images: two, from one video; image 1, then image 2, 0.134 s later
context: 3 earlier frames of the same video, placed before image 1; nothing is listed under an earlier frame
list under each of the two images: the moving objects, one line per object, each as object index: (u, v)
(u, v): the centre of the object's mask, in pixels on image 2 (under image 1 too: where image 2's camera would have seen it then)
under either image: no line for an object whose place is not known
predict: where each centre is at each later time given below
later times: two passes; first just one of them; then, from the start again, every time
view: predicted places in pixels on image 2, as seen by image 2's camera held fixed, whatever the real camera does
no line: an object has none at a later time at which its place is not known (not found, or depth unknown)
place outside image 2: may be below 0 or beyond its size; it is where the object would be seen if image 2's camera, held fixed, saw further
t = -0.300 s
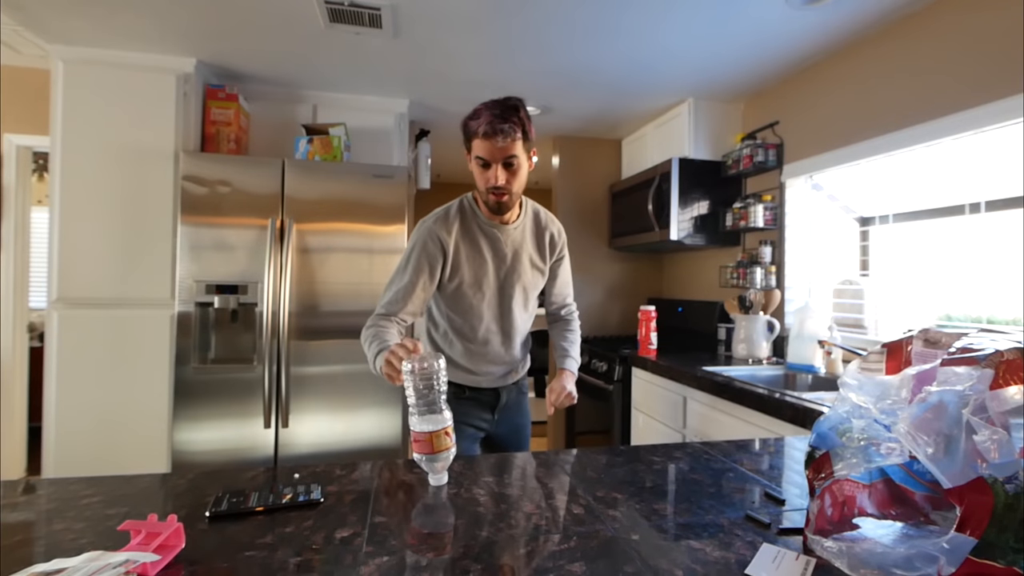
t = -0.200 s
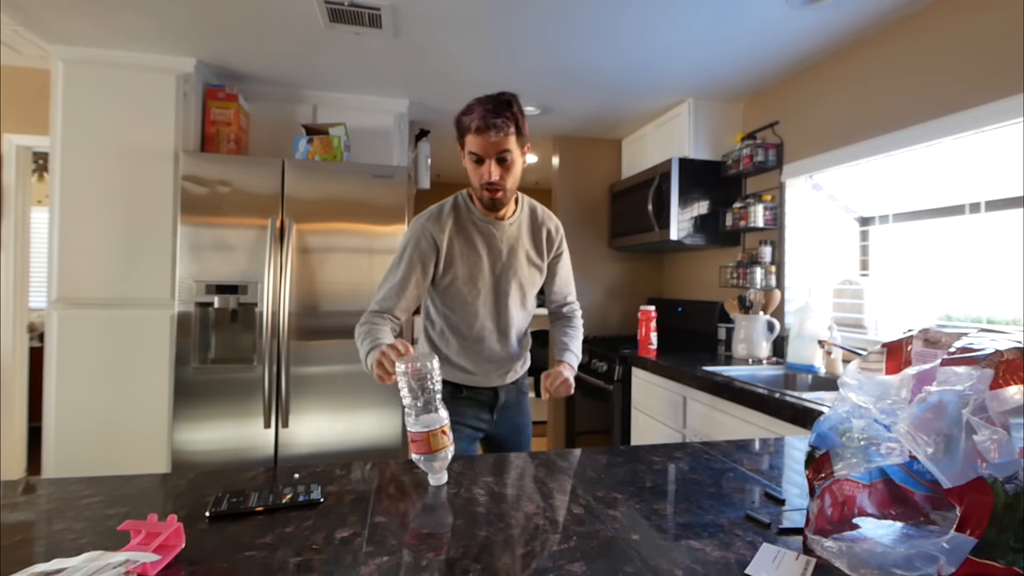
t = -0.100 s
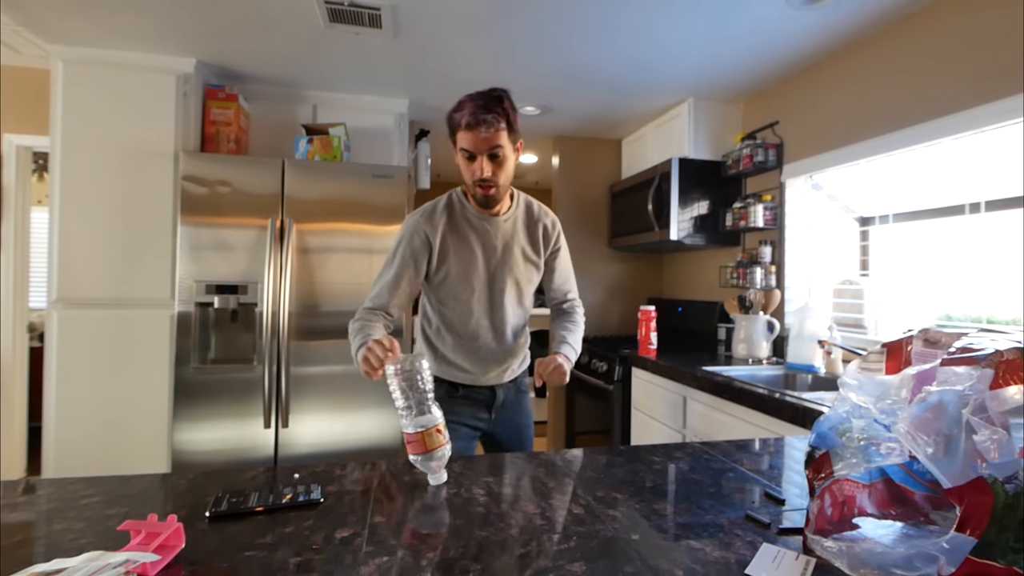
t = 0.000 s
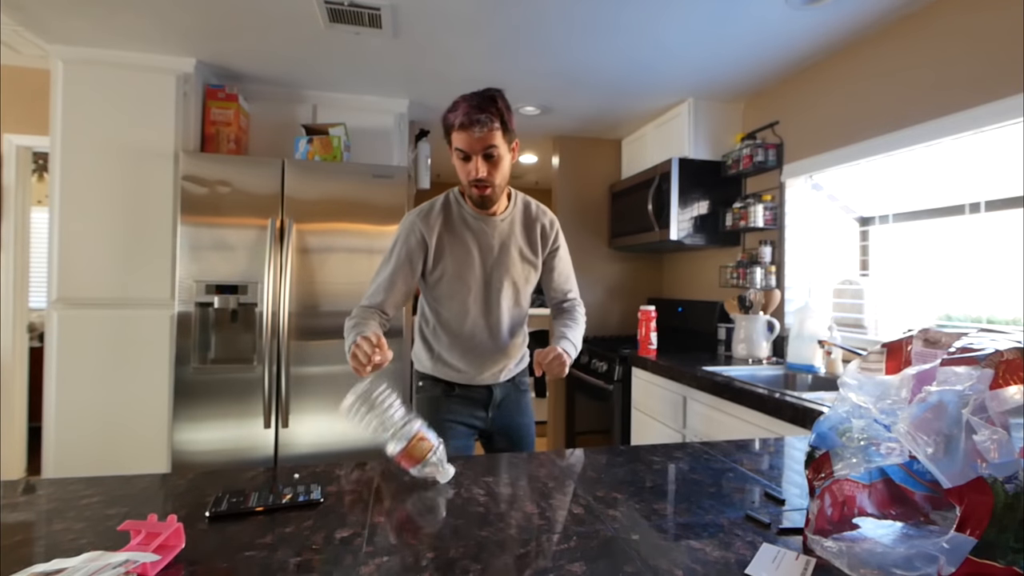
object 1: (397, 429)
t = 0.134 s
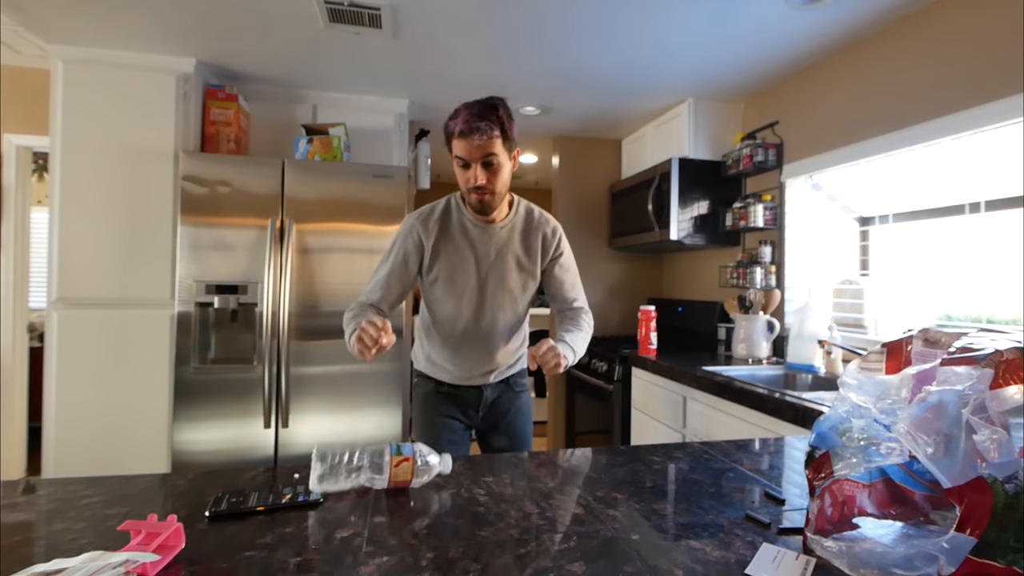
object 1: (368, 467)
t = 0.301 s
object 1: (365, 469)
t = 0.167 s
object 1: (367, 467)
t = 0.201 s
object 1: (366, 468)
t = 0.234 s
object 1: (366, 468)
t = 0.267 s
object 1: (365, 468)
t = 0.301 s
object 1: (365, 469)
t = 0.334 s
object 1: (364, 469)
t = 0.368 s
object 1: (363, 469)
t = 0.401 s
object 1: (363, 469)
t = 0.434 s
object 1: (363, 470)
